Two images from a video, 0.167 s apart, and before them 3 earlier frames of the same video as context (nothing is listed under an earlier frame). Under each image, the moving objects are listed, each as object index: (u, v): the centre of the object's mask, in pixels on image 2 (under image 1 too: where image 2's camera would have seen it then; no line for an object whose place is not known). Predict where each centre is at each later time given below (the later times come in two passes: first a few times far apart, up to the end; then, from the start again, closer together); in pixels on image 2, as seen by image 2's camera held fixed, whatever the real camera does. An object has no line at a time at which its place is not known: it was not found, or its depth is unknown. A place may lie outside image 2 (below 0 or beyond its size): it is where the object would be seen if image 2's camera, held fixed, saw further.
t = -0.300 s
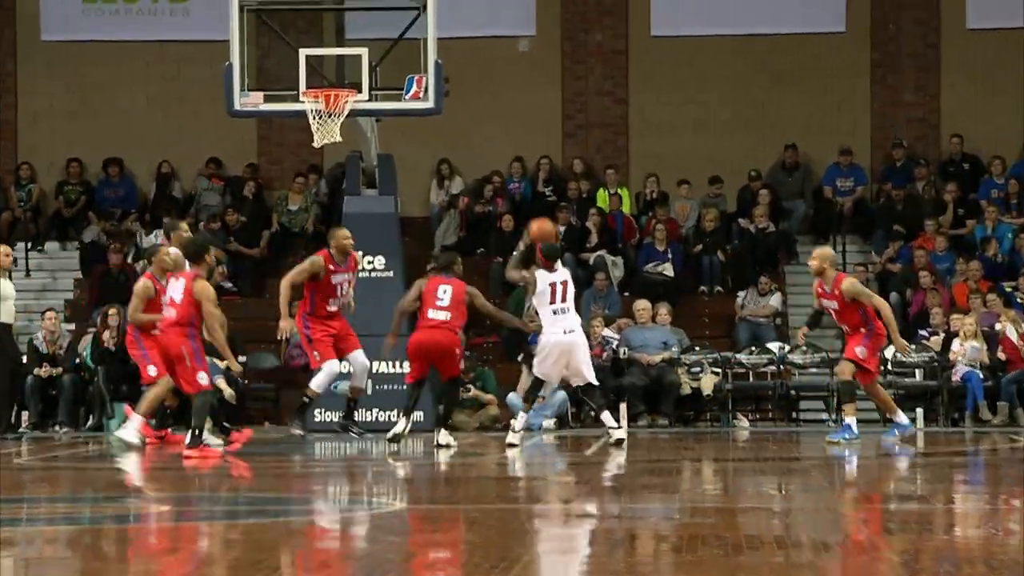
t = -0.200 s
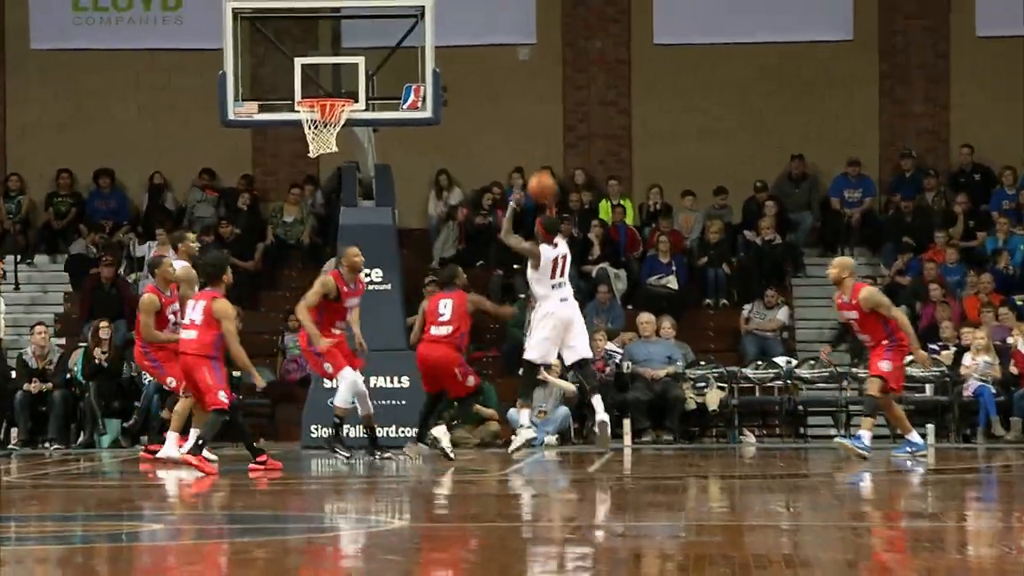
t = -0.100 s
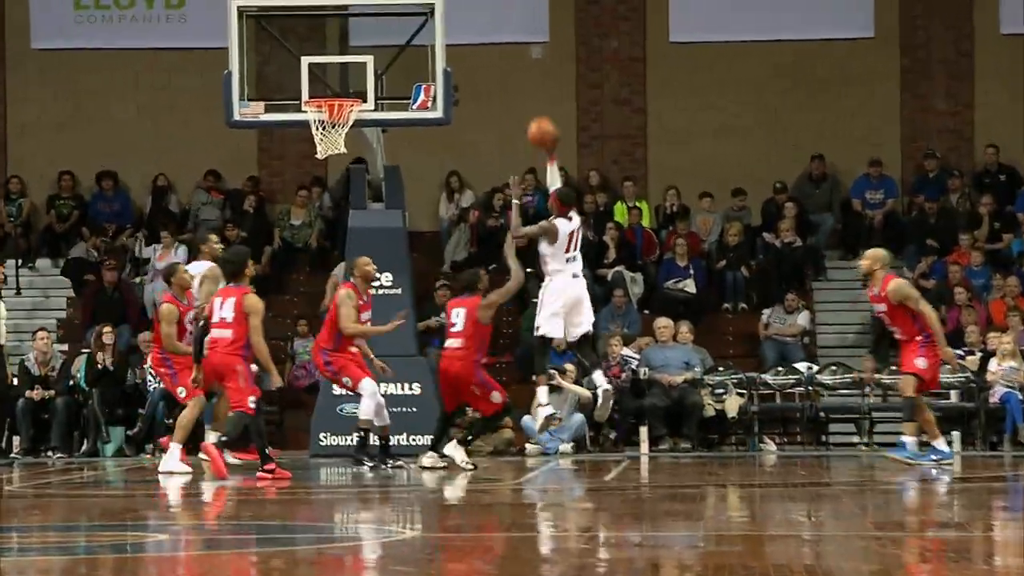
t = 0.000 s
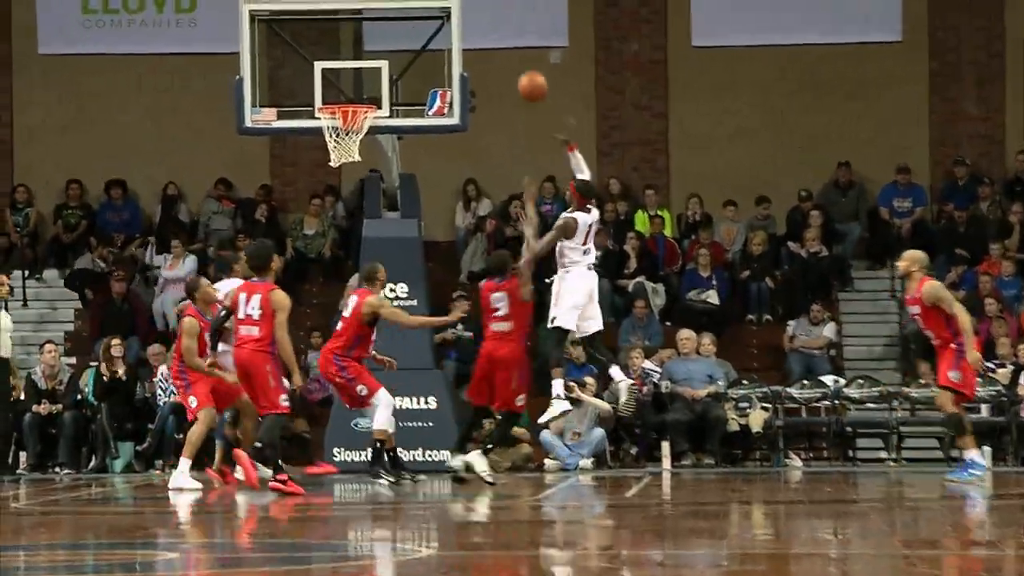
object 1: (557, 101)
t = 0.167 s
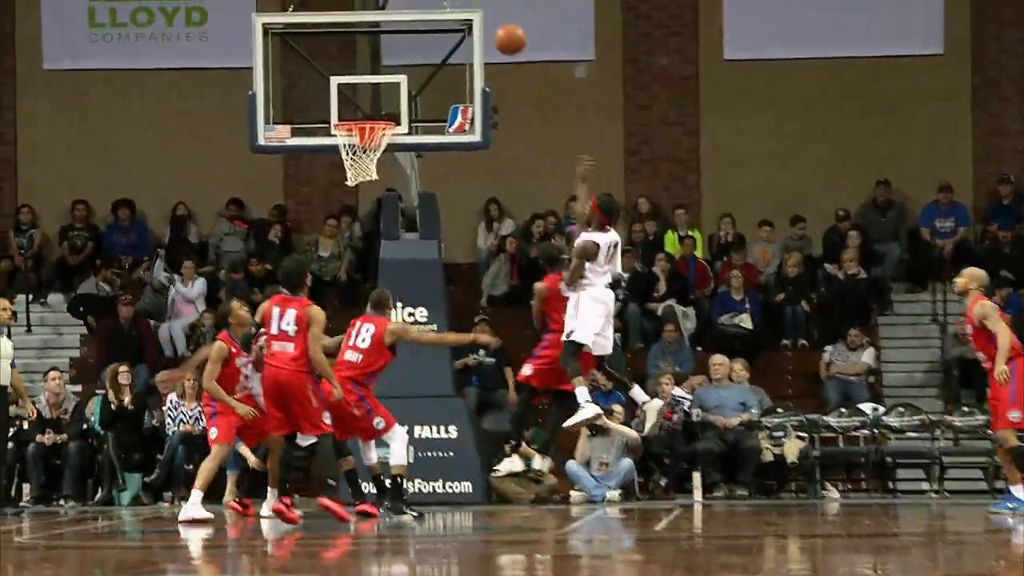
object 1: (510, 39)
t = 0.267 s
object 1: (481, 19)
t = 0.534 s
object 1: (412, 26)
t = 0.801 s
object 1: (352, 113)
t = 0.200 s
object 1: (501, 31)
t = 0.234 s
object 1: (492, 25)
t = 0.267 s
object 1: (481, 19)
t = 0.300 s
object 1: (474, 14)
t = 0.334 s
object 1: (464, 12)
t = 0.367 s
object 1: (456, 11)
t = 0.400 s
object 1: (447, 10)
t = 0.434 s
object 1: (439, 13)
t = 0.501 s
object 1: (421, 20)
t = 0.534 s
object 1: (412, 26)
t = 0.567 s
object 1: (404, 34)
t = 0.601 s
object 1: (396, 42)
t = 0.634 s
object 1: (387, 54)
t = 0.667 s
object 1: (380, 64)
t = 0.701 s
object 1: (372, 77)
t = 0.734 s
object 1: (363, 92)
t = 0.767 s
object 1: (356, 106)
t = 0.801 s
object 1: (352, 113)
